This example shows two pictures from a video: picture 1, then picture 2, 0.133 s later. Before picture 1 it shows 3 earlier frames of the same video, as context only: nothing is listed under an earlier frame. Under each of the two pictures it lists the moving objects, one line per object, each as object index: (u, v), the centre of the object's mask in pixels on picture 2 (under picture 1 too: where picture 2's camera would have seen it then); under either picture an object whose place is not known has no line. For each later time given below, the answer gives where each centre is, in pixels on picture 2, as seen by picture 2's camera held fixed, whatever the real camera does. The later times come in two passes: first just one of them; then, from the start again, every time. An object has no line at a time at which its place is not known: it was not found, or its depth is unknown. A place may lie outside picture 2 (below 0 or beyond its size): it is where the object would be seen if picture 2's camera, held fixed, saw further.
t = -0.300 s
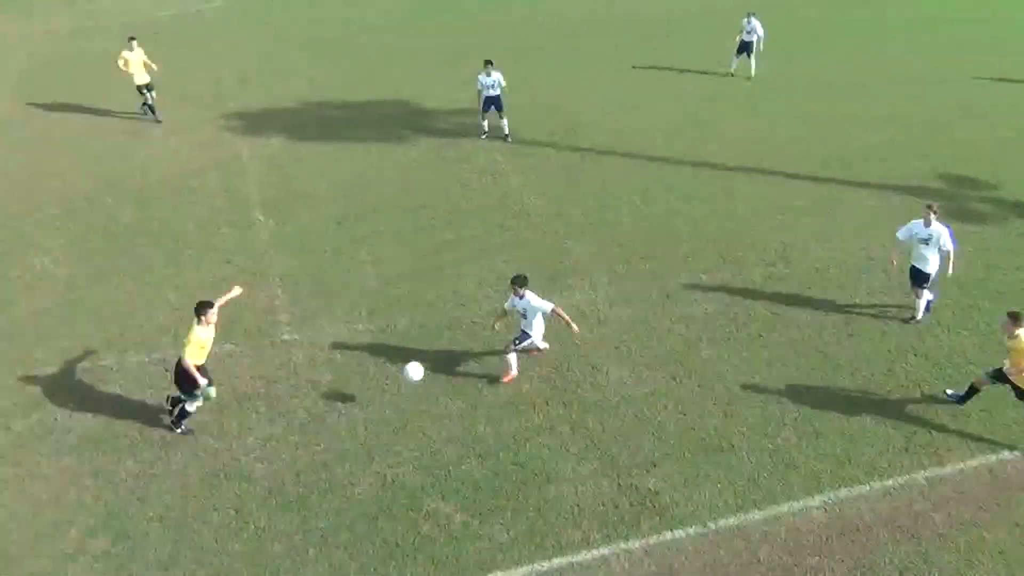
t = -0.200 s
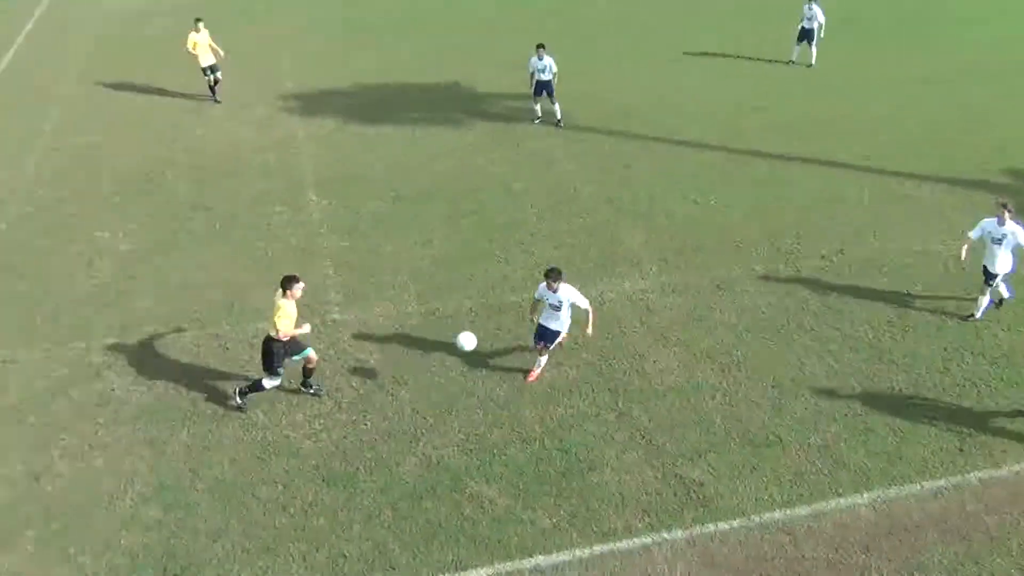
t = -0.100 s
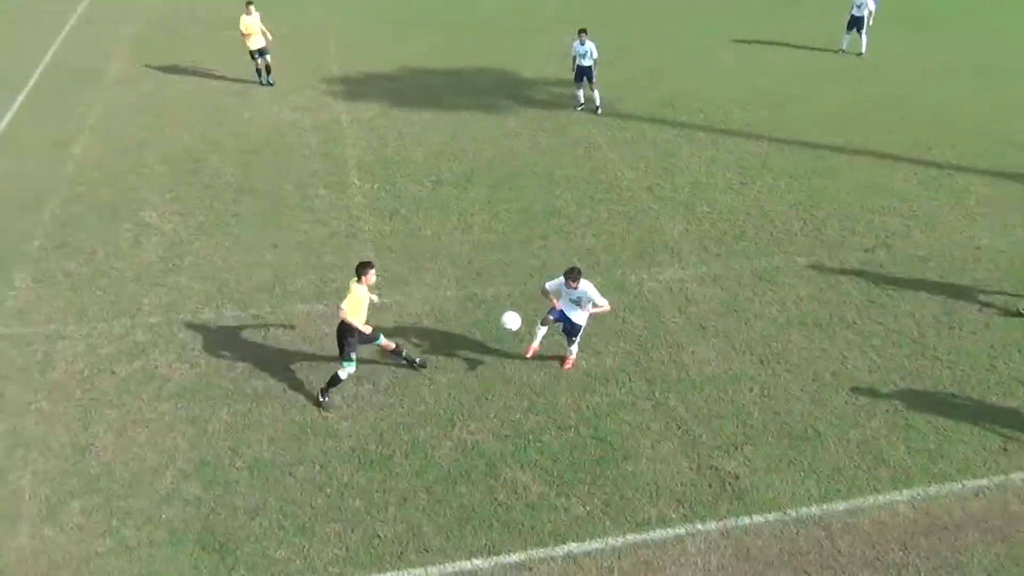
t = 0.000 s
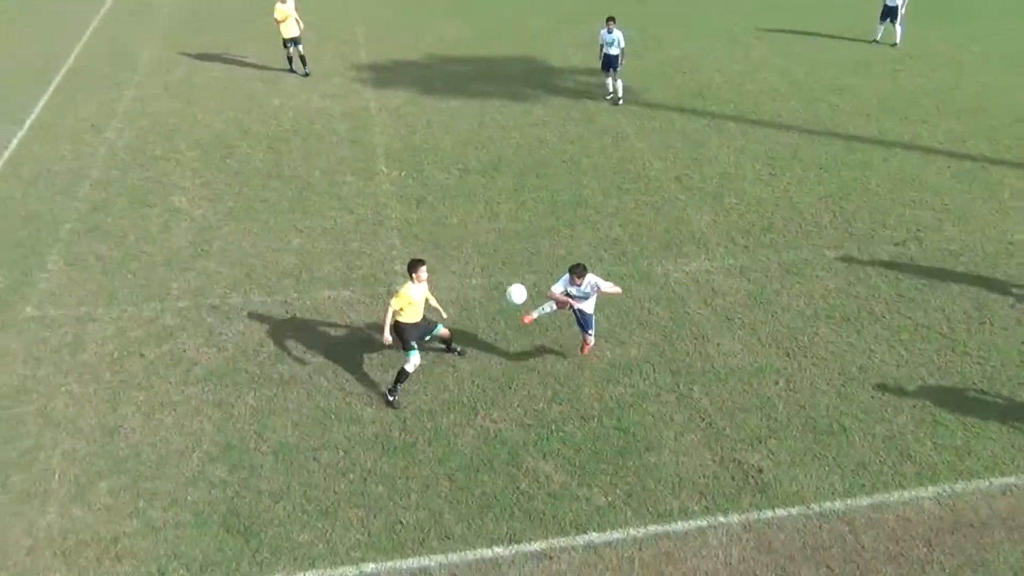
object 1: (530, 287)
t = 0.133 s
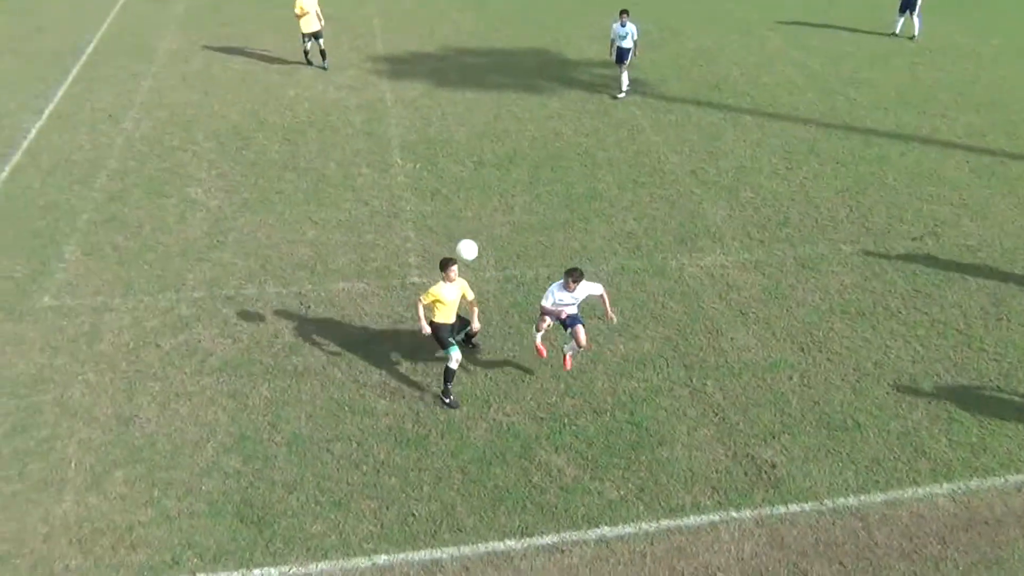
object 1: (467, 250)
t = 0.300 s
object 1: (379, 219)
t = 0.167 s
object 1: (451, 241)
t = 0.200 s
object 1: (433, 235)
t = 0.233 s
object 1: (416, 229)
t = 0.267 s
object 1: (398, 224)
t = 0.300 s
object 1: (379, 219)
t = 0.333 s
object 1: (361, 216)
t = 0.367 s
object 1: (342, 213)
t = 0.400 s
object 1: (323, 212)
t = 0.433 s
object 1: (304, 211)
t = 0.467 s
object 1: (285, 211)
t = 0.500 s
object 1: (265, 213)
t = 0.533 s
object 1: (246, 215)
